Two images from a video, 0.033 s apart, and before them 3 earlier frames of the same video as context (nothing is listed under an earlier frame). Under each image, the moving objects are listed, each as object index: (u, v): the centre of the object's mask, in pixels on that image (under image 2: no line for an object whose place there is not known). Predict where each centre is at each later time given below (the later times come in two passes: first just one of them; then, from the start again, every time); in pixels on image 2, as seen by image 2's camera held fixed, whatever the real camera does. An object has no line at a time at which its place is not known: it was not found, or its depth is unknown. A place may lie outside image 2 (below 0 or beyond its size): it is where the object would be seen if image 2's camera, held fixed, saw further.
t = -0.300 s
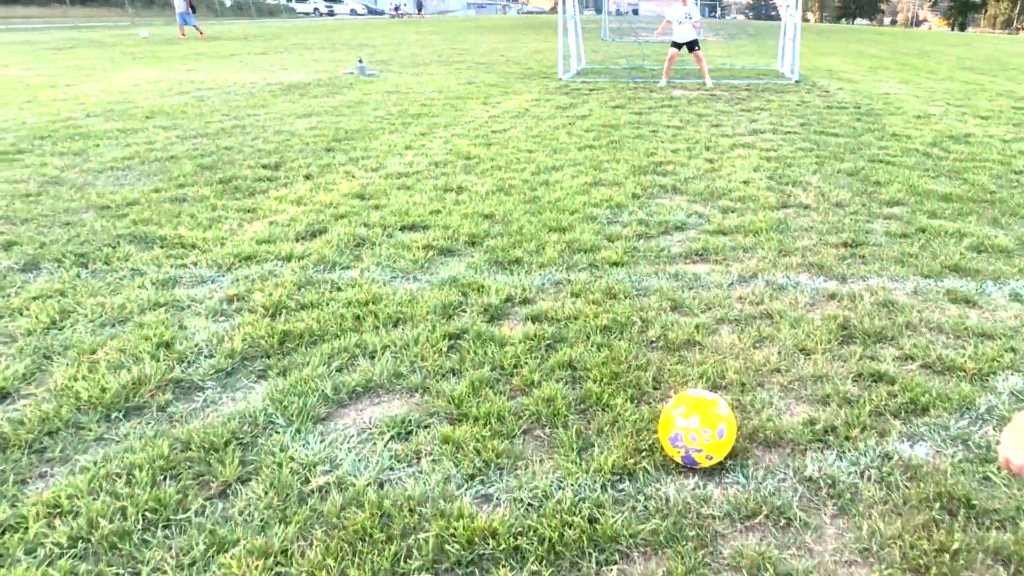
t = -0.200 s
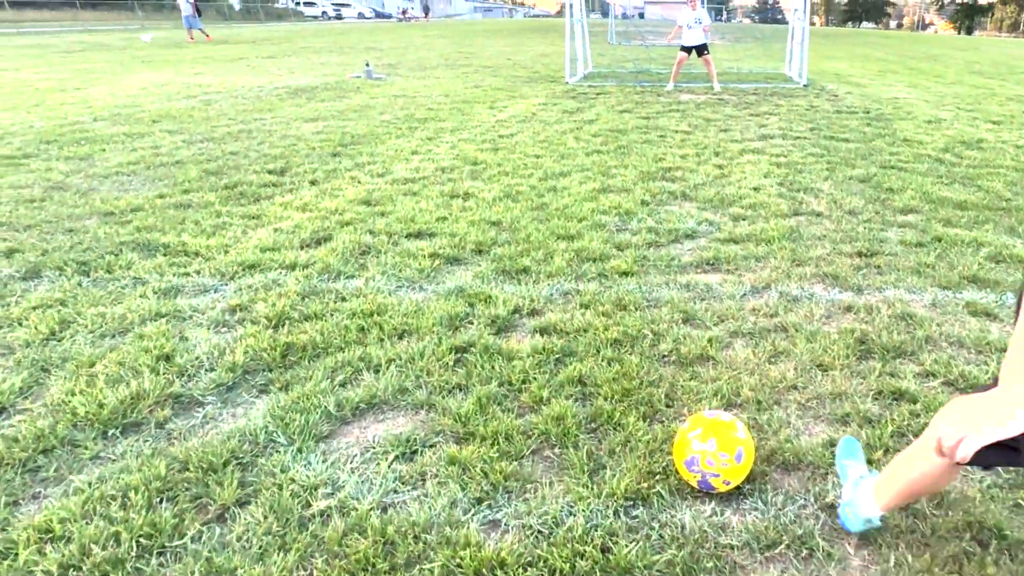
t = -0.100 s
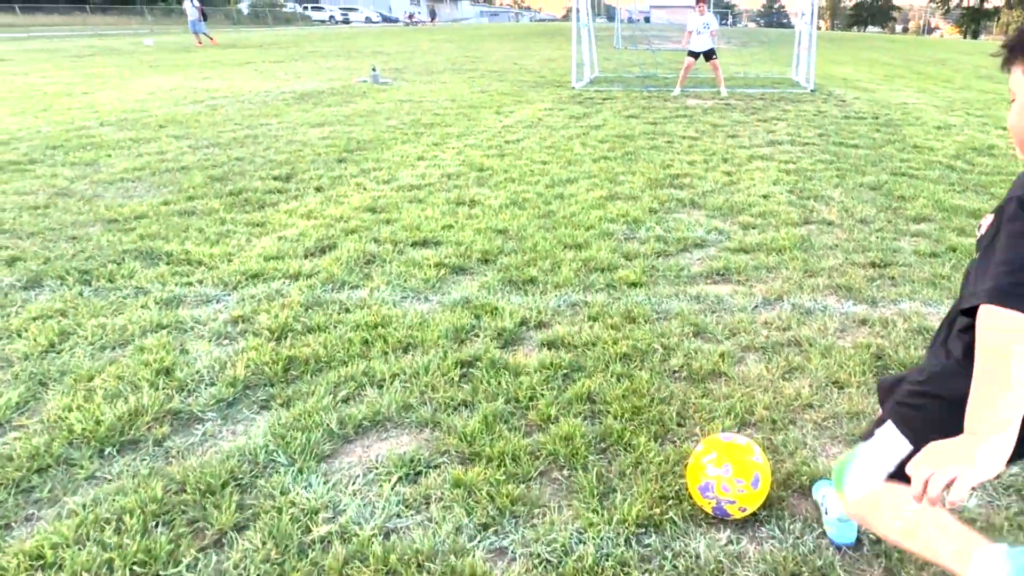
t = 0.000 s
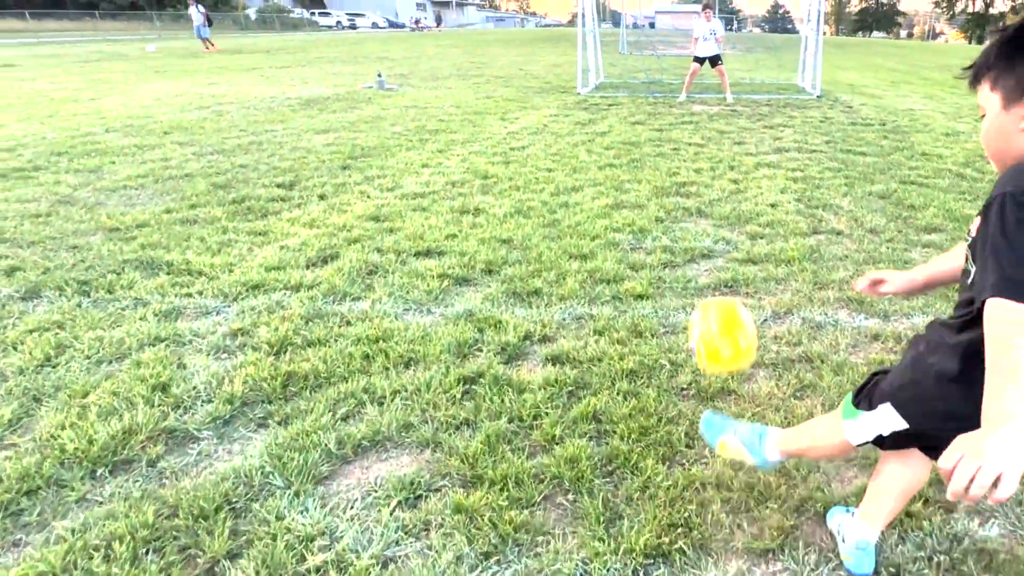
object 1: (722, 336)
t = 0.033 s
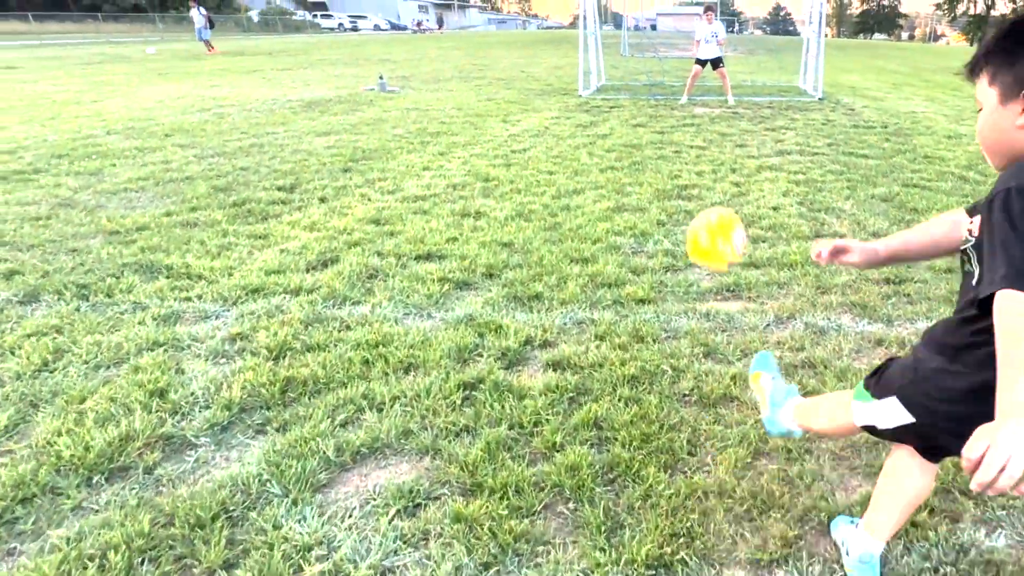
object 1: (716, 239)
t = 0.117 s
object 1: (705, 96)
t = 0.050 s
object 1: (713, 200)
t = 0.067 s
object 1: (710, 168)
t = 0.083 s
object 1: (708, 142)
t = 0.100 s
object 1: (707, 117)
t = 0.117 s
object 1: (705, 96)
